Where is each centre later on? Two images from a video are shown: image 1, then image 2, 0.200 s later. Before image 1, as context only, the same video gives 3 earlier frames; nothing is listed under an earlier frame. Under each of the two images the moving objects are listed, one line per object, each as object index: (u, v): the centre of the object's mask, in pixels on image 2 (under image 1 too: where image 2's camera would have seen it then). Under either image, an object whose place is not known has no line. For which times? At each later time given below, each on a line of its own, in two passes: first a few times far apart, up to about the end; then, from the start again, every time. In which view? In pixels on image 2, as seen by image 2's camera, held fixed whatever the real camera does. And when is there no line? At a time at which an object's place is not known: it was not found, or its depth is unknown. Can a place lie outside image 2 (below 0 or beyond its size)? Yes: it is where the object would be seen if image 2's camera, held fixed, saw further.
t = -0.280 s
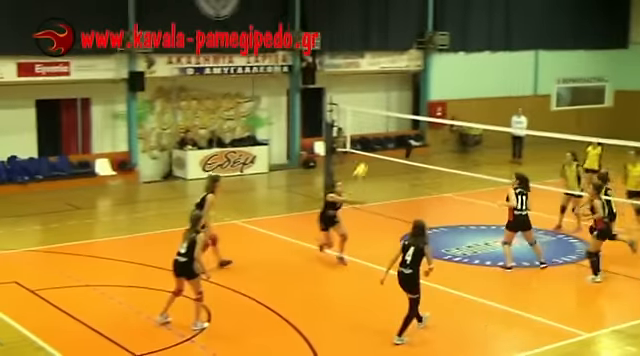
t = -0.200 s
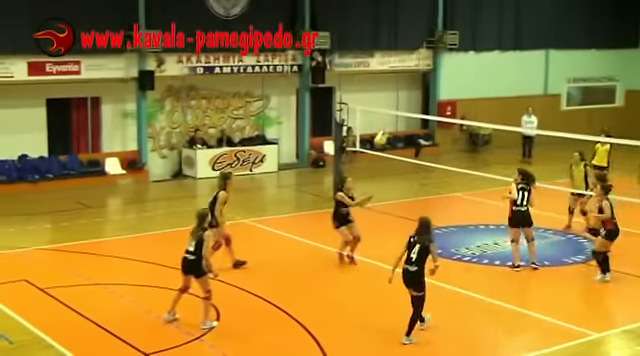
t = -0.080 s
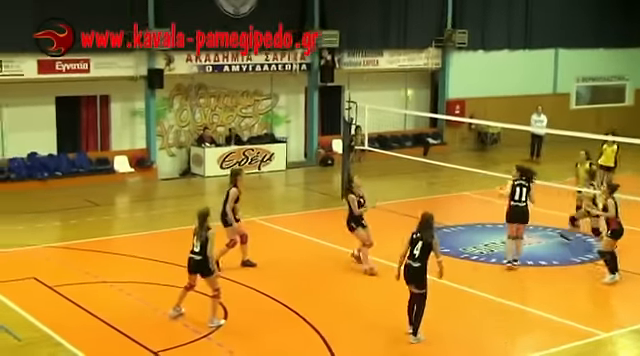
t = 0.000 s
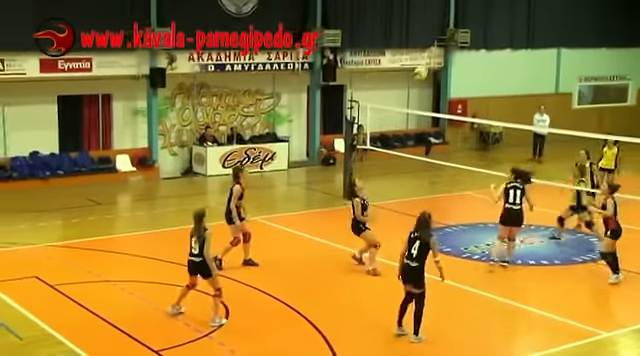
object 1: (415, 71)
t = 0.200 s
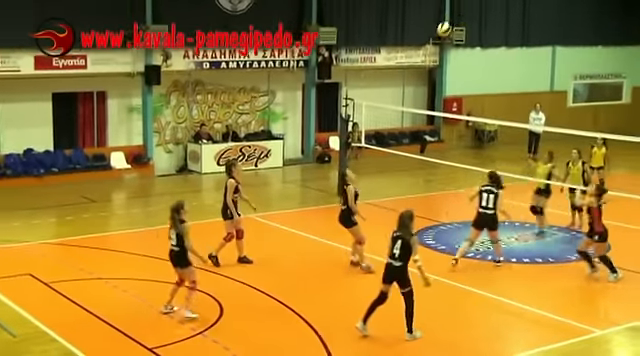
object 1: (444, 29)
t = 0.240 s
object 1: (449, 24)
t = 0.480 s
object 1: (482, 10)
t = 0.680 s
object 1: (508, 28)
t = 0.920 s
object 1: (538, 82)
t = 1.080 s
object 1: (558, 139)
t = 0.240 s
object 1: (449, 24)
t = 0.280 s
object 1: (455, 18)
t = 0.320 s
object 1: (460, 16)
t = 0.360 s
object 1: (466, 13)
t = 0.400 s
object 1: (472, 11)
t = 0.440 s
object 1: (477, 10)
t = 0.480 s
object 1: (482, 10)
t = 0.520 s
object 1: (488, 12)
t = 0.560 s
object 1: (493, 15)
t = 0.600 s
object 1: (498, 18)
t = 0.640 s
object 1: (503, 22)
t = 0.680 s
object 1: (508, 28)
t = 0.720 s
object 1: (513, 35)
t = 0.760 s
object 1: (518, 41)
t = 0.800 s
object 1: (524, 50)
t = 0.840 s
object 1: (529, 59)
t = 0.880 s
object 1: (533, 70)
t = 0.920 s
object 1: (538, 82)
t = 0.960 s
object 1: (543, 95)
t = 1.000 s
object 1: (548, 108)
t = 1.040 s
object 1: (552, 121)
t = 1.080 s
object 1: (558, 139)
